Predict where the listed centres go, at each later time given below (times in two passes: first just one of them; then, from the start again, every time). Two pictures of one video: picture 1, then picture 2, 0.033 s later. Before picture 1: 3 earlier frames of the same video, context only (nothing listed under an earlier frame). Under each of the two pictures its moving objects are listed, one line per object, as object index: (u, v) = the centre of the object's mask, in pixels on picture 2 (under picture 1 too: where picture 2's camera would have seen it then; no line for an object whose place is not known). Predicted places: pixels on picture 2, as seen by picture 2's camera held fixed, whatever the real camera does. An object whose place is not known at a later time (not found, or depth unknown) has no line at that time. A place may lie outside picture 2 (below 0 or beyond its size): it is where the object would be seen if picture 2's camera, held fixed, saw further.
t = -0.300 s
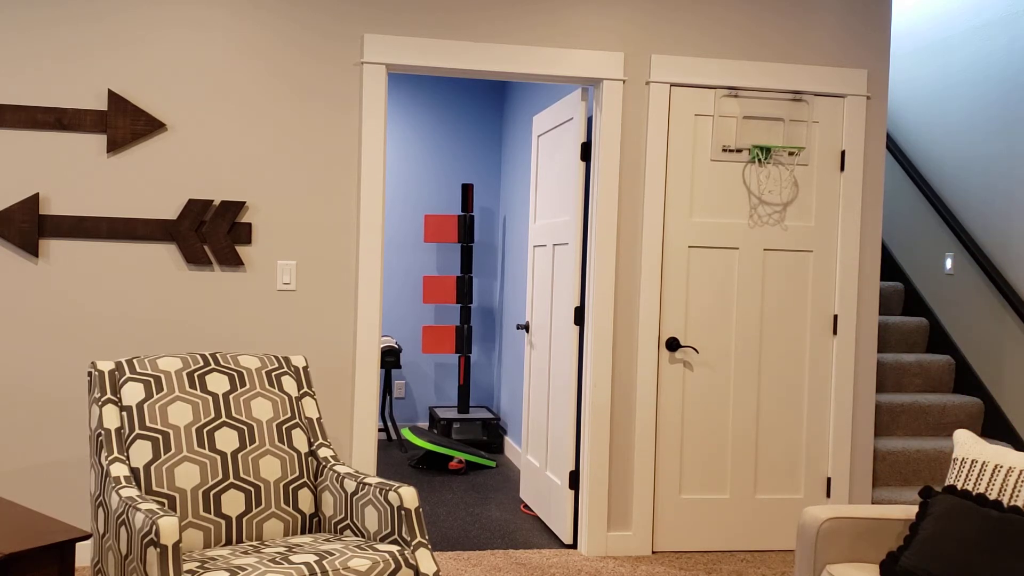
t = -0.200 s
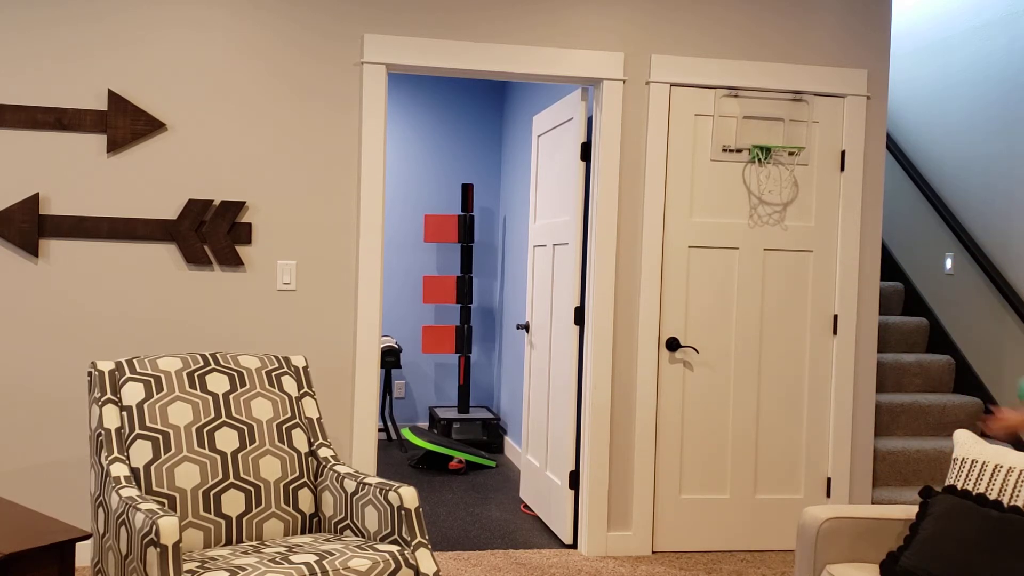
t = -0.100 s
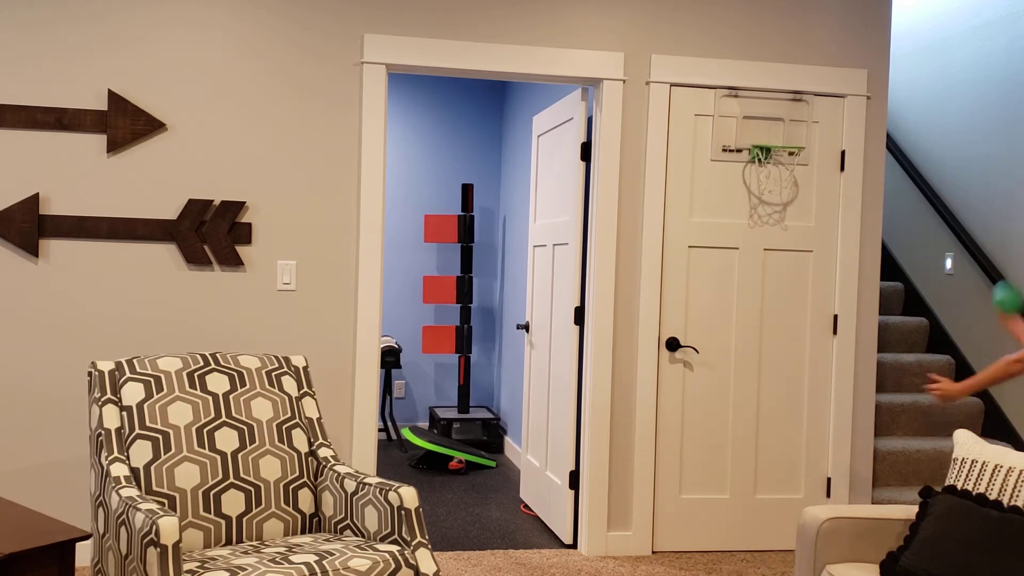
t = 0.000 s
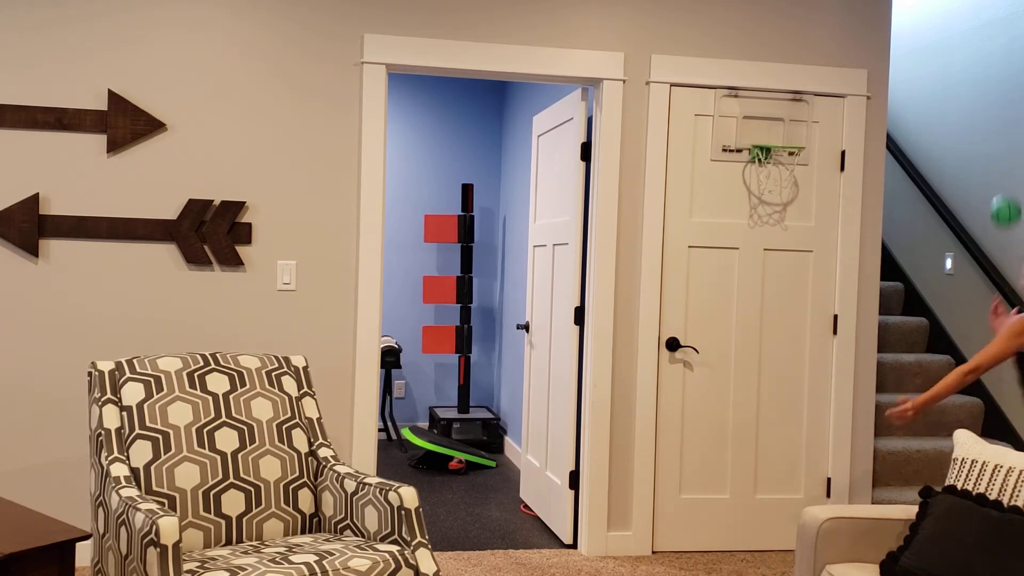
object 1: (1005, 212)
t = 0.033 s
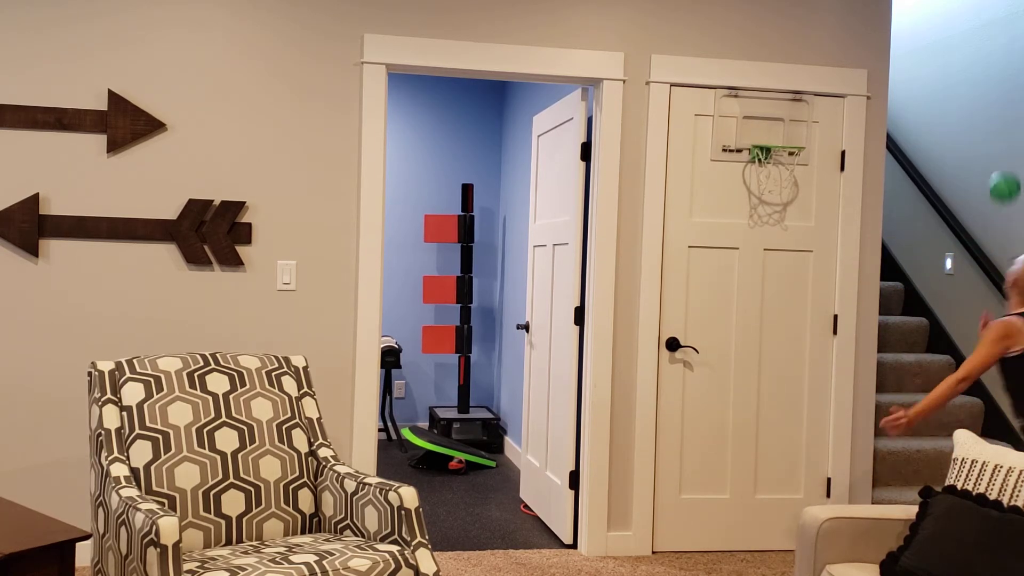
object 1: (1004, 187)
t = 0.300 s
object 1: (990, 86)
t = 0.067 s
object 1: (1004, 165)
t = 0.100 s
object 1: (1002, 145)
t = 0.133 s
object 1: (1000, 128)
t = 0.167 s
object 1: (999, 114)
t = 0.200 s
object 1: (997, 103)
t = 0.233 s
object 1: (995, 95)
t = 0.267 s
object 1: (993, 89)
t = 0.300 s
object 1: (990, 86)
